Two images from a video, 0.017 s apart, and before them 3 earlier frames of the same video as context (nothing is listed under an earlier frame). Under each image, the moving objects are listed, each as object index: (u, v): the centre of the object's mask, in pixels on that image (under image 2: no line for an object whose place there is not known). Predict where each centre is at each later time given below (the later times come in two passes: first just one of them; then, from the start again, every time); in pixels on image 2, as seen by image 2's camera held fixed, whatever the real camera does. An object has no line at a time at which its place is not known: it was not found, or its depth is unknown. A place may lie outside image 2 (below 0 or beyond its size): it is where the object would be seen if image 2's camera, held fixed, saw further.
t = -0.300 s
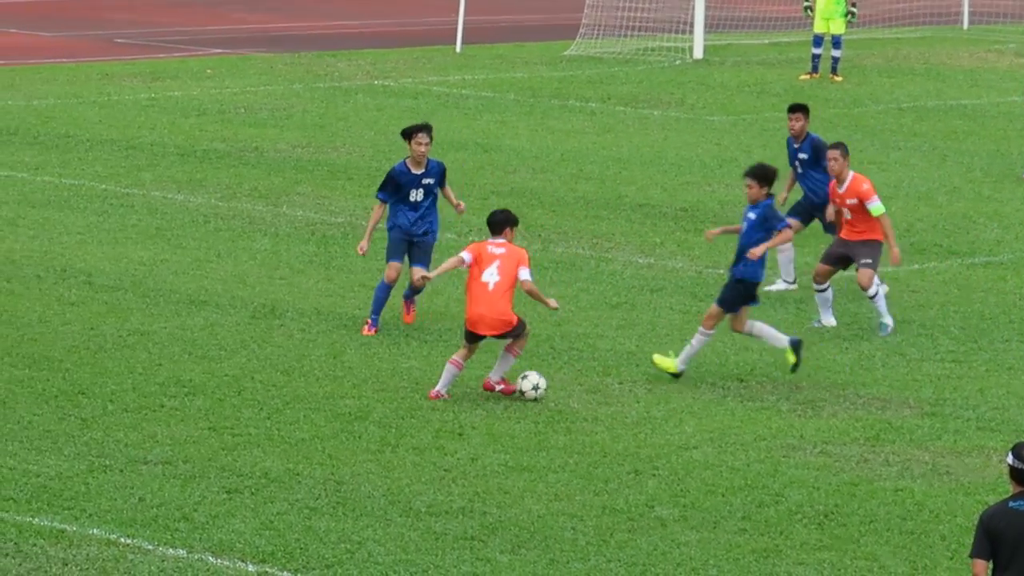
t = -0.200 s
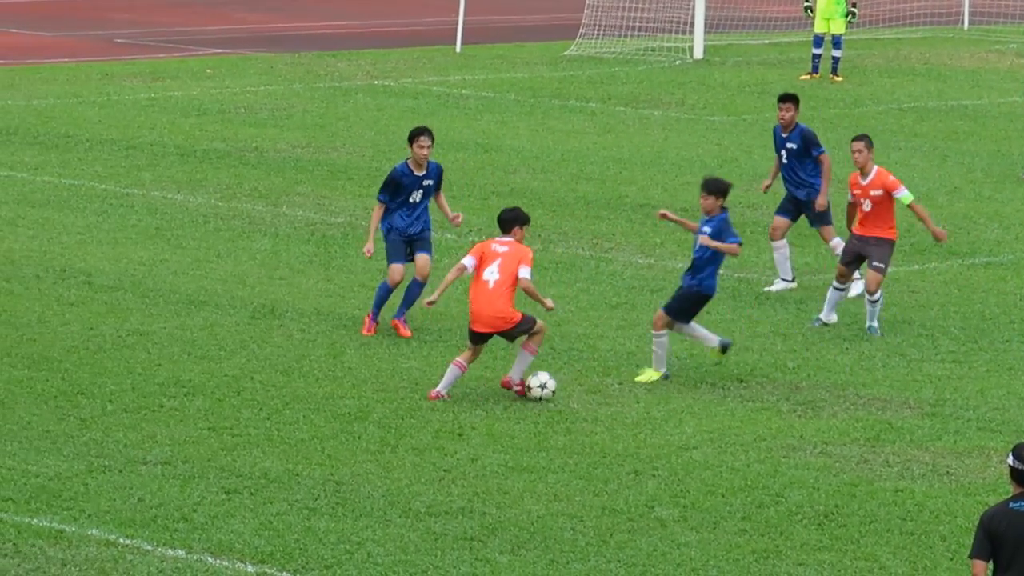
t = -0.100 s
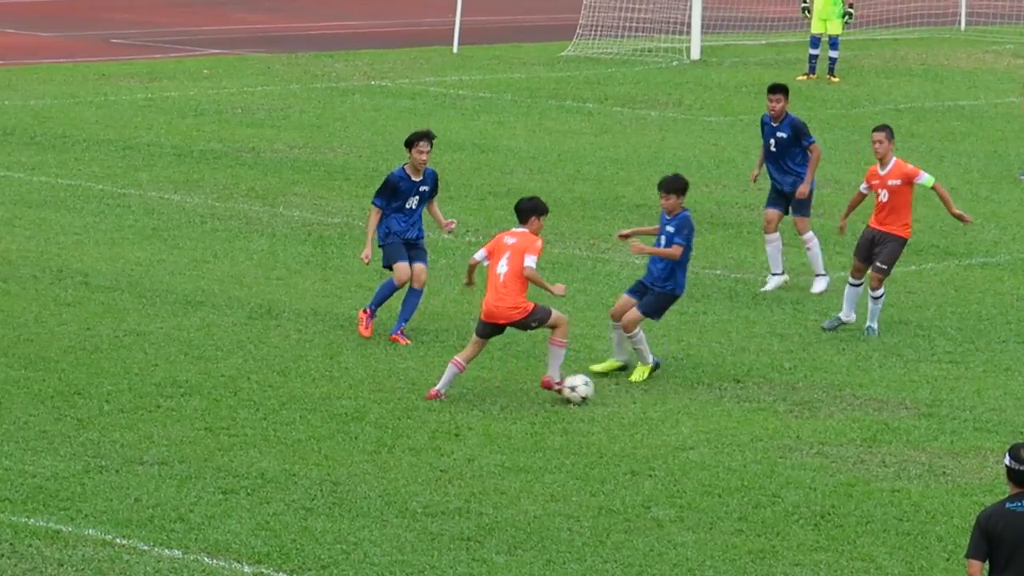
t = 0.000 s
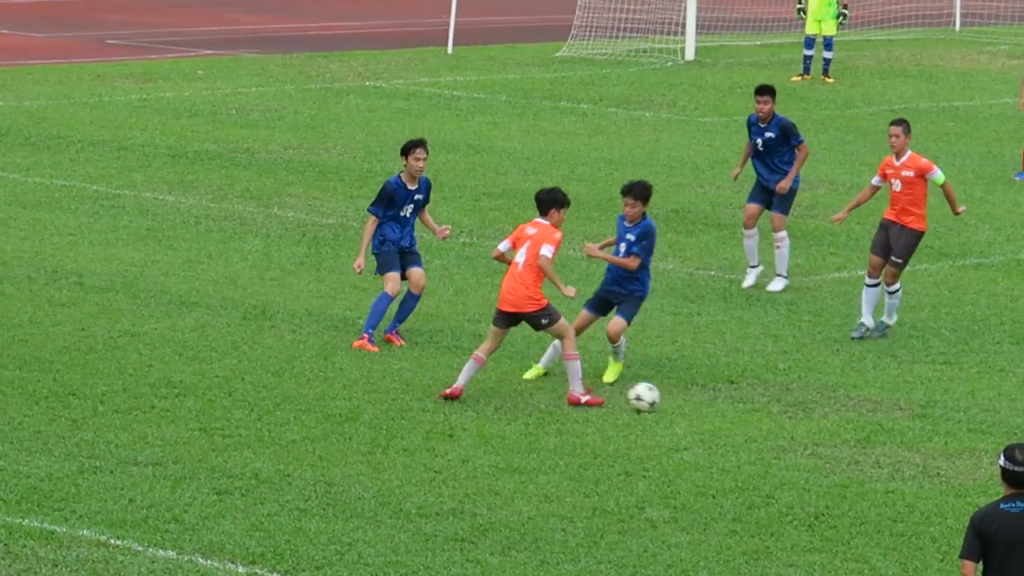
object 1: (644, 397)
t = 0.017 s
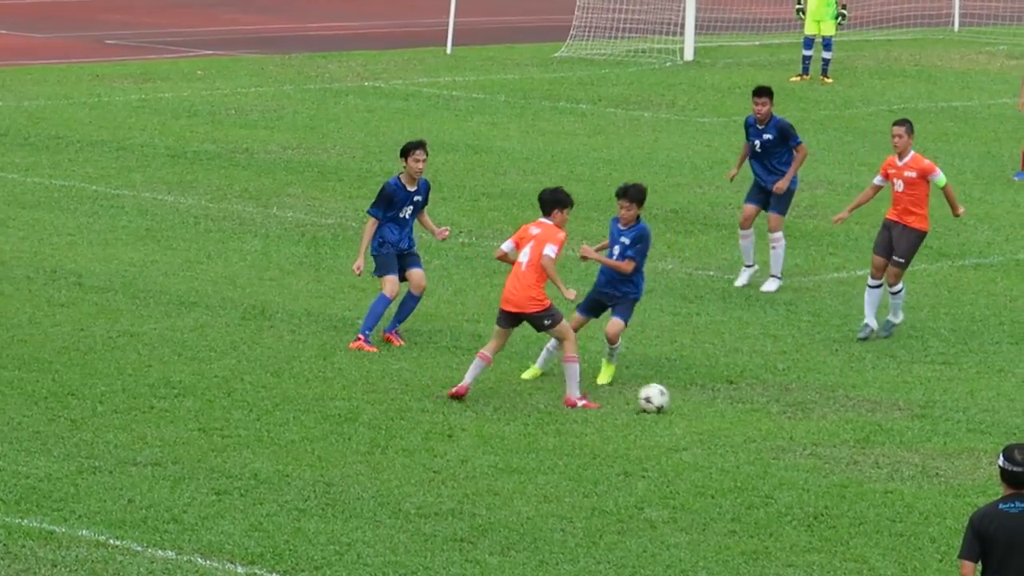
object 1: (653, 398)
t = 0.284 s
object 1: (788, 409)
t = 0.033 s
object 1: (663, 398)
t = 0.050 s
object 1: (672, 398)
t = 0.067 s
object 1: (681, 399)
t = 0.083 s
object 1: (690, 400)
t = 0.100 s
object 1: (699, 401)
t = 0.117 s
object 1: (708, 402)
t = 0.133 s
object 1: (717, 403)
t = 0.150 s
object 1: (726, 405)
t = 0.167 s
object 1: (735, 407)
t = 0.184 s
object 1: (744, 407)
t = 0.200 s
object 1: (751, 407)
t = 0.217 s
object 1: (759, 407)
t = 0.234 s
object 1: (766, 407)
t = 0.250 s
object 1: (773, 408)
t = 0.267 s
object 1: (781, 408)
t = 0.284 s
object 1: (788, 409)
